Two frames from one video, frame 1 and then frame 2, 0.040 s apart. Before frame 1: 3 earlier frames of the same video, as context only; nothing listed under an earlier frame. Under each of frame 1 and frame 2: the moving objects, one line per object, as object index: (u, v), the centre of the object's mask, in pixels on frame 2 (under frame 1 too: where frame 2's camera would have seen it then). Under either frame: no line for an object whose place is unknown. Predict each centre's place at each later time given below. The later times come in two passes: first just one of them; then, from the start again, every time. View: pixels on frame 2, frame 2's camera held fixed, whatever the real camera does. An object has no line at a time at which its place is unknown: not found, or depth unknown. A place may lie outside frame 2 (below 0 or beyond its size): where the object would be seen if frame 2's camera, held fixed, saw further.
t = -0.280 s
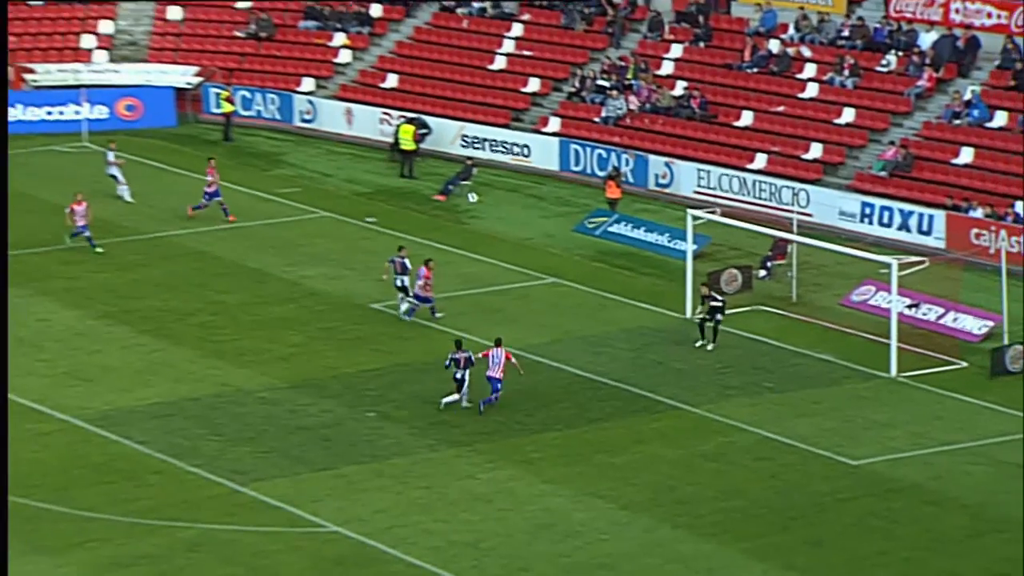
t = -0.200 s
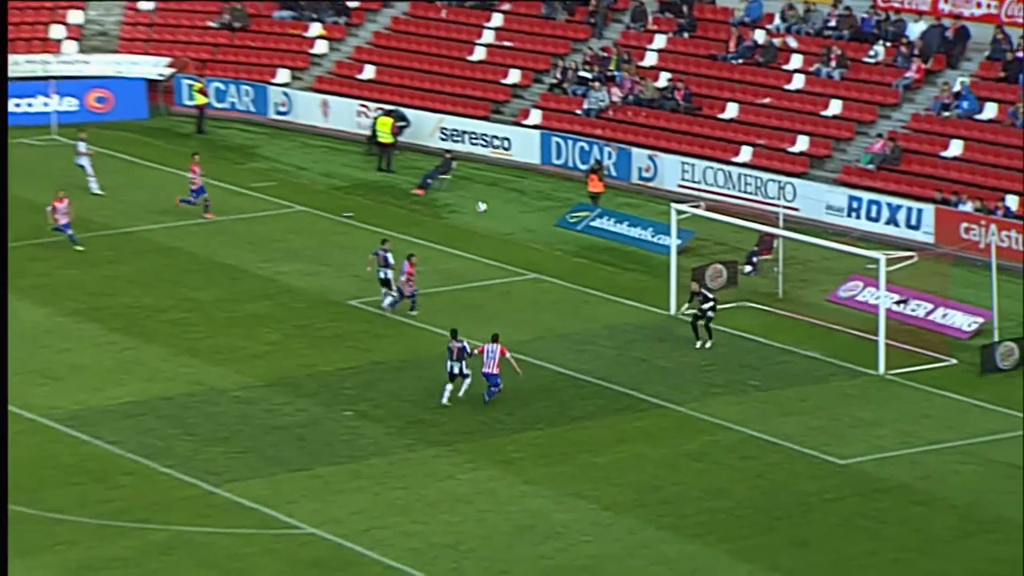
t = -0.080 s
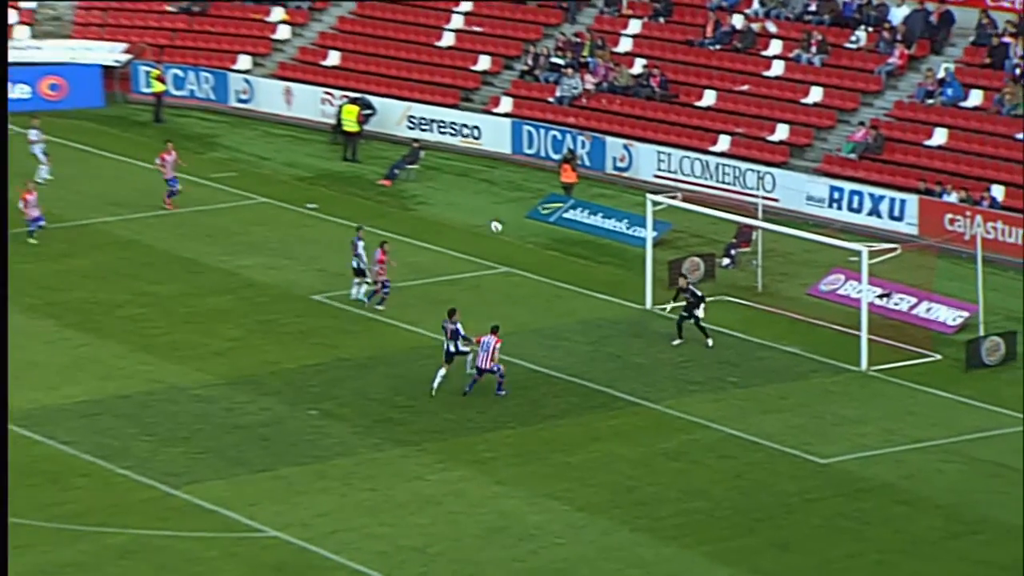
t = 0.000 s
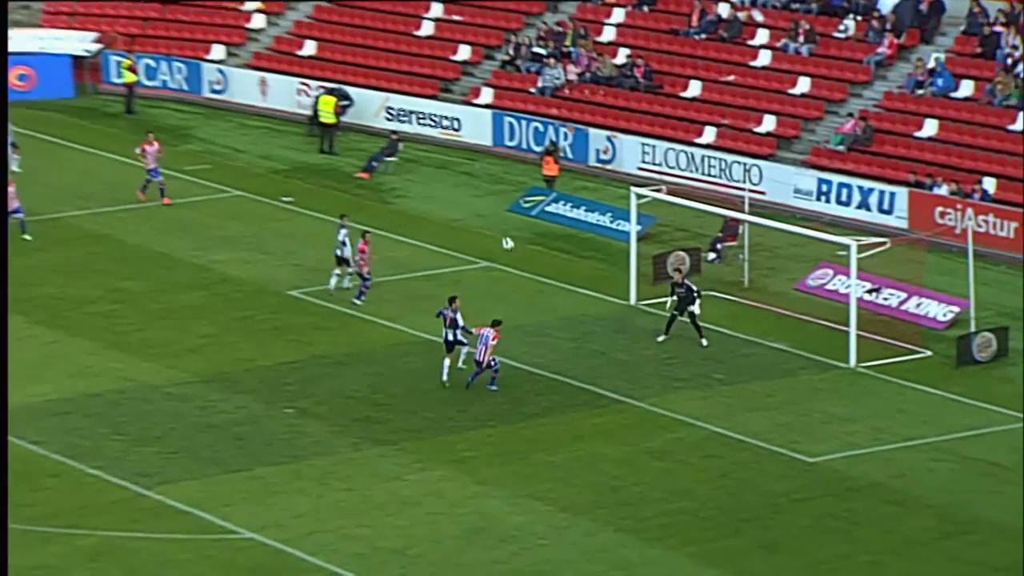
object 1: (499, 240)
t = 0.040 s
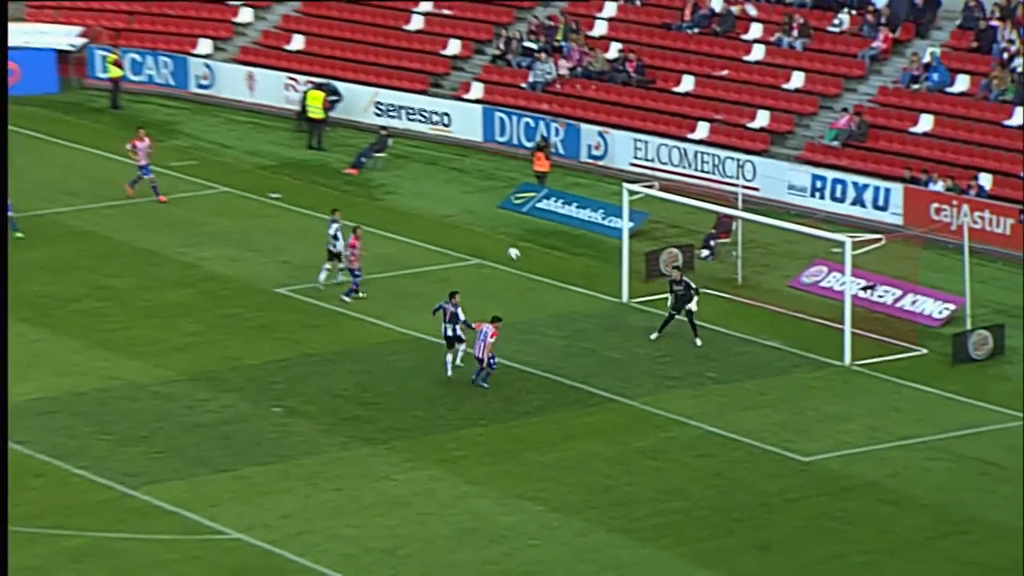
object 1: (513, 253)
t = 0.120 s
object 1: (543, 281)
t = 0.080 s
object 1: (528, 267)
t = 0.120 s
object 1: (543, 281)
